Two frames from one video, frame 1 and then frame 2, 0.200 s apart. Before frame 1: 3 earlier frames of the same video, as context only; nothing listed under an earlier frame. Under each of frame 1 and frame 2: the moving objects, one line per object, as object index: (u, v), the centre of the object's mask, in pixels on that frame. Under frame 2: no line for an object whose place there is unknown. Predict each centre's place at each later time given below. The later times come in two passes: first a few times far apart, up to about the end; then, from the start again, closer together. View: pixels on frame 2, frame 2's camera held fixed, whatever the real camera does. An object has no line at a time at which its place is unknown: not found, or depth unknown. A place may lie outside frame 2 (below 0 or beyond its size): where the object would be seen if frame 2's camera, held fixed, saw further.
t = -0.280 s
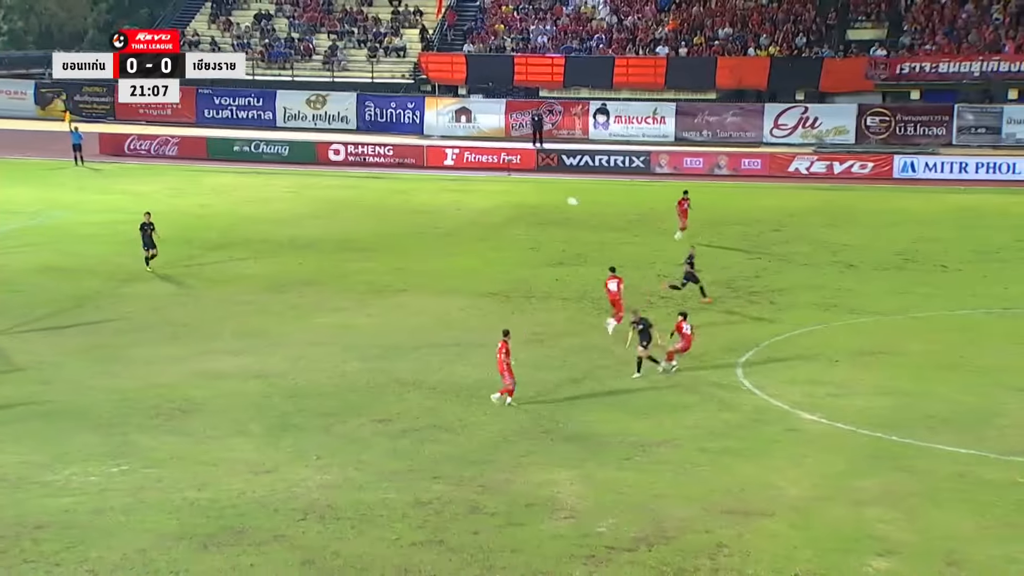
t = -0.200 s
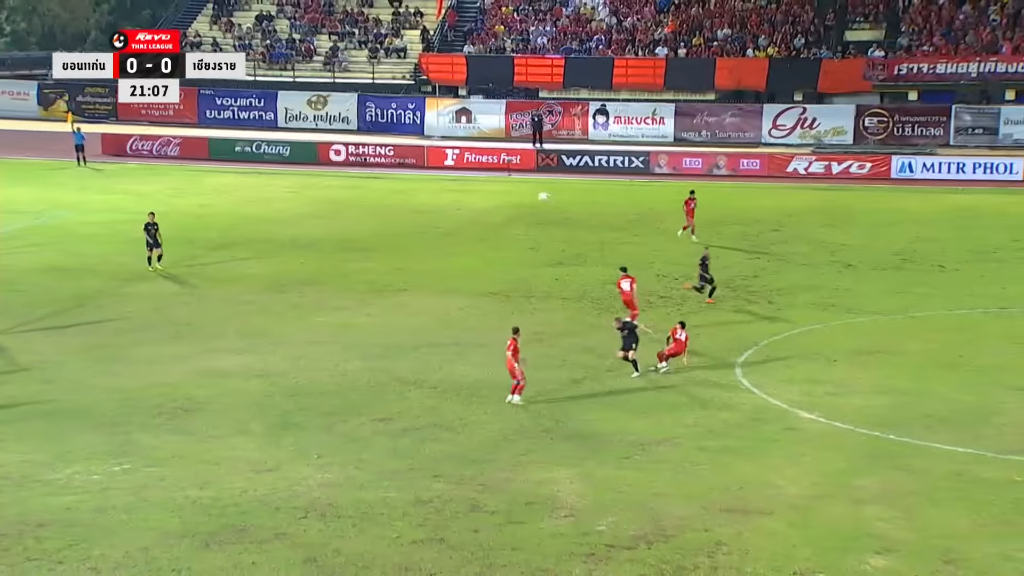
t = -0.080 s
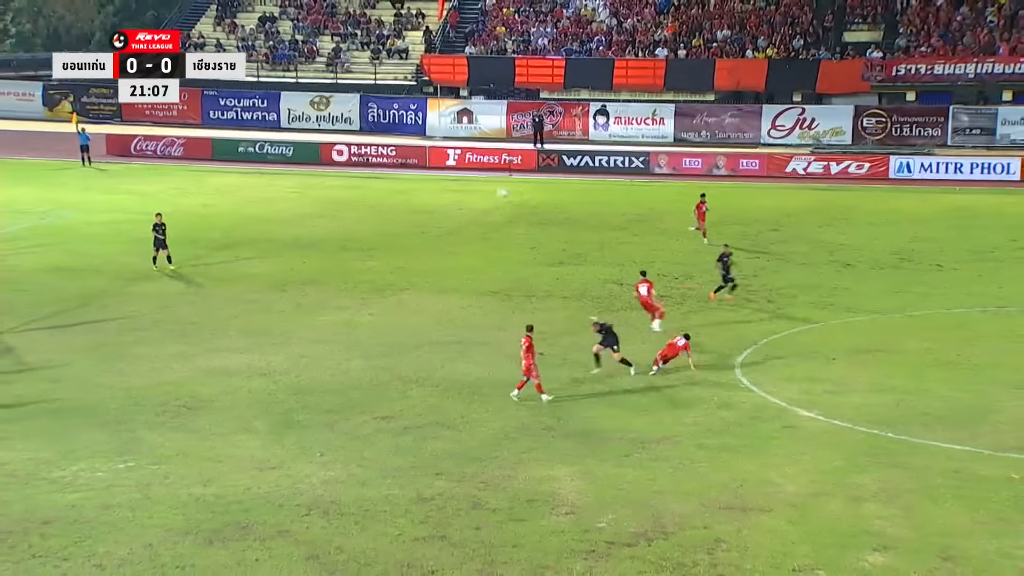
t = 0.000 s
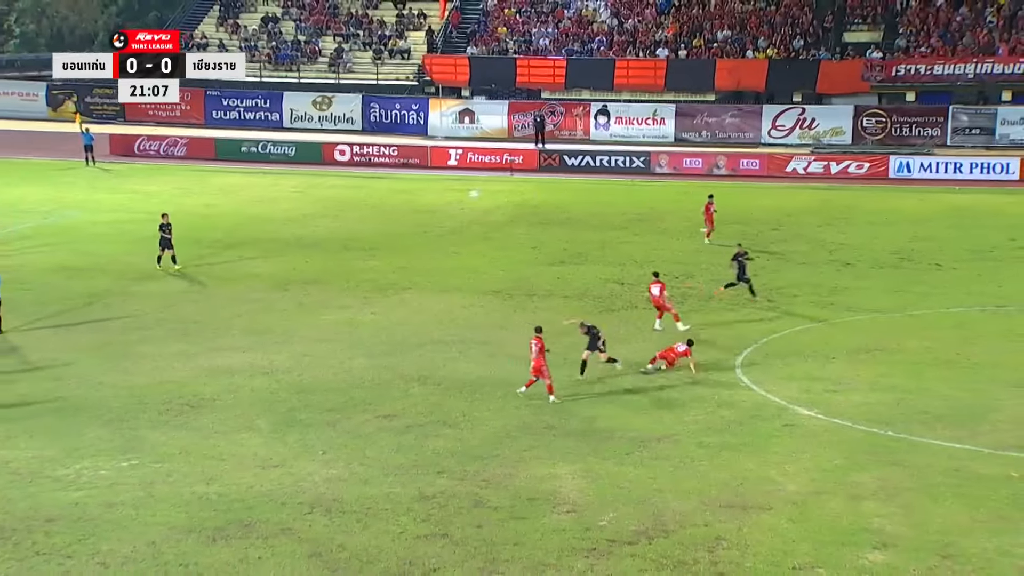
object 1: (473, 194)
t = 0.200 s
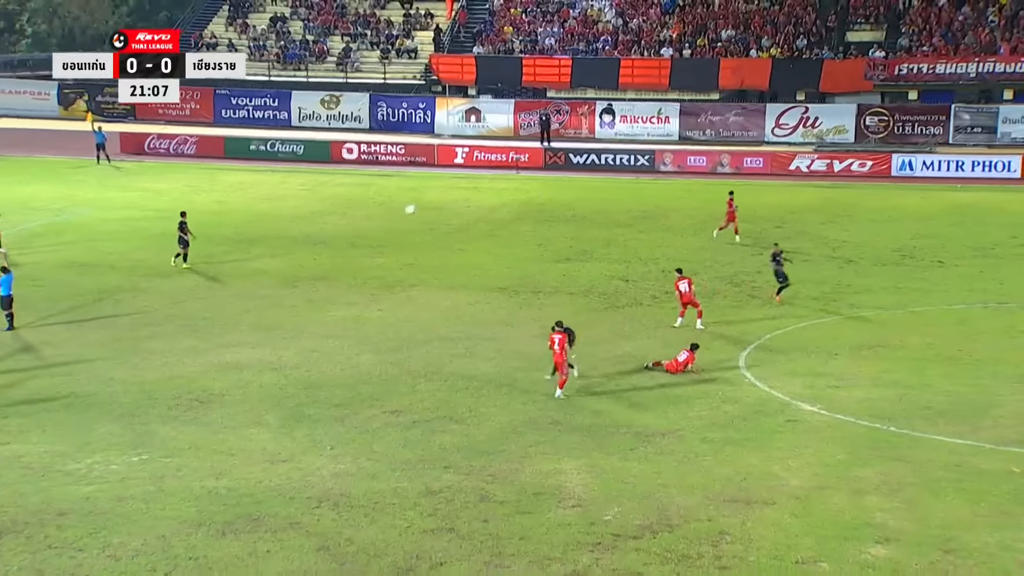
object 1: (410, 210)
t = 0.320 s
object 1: (367, 229)
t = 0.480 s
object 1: (312, 265)
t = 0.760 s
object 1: (210, 363)
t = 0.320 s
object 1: (367, 229)
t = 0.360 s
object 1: (354, 237)
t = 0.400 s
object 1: (340, 246)
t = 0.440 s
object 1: (326, 255)
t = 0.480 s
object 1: (312, 265)
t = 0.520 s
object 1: (298, 277)
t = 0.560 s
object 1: (283, 289)
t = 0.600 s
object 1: (269, 302)
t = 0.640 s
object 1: (255, 315)
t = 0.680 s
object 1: (241, 330)
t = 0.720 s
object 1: (225, 346)
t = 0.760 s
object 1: (210, 363)
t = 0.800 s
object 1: (195, 381)
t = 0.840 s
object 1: (179, 400)
